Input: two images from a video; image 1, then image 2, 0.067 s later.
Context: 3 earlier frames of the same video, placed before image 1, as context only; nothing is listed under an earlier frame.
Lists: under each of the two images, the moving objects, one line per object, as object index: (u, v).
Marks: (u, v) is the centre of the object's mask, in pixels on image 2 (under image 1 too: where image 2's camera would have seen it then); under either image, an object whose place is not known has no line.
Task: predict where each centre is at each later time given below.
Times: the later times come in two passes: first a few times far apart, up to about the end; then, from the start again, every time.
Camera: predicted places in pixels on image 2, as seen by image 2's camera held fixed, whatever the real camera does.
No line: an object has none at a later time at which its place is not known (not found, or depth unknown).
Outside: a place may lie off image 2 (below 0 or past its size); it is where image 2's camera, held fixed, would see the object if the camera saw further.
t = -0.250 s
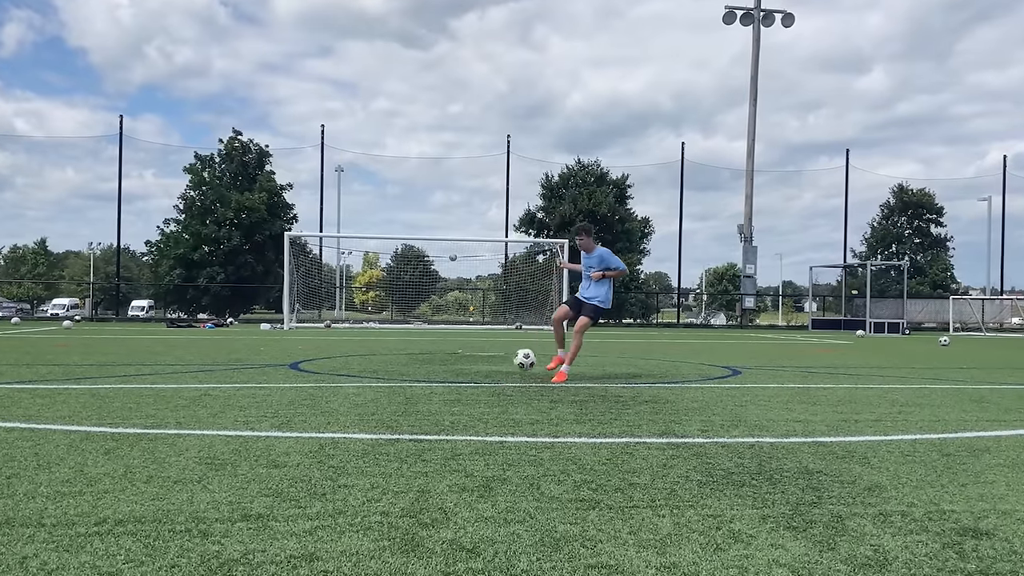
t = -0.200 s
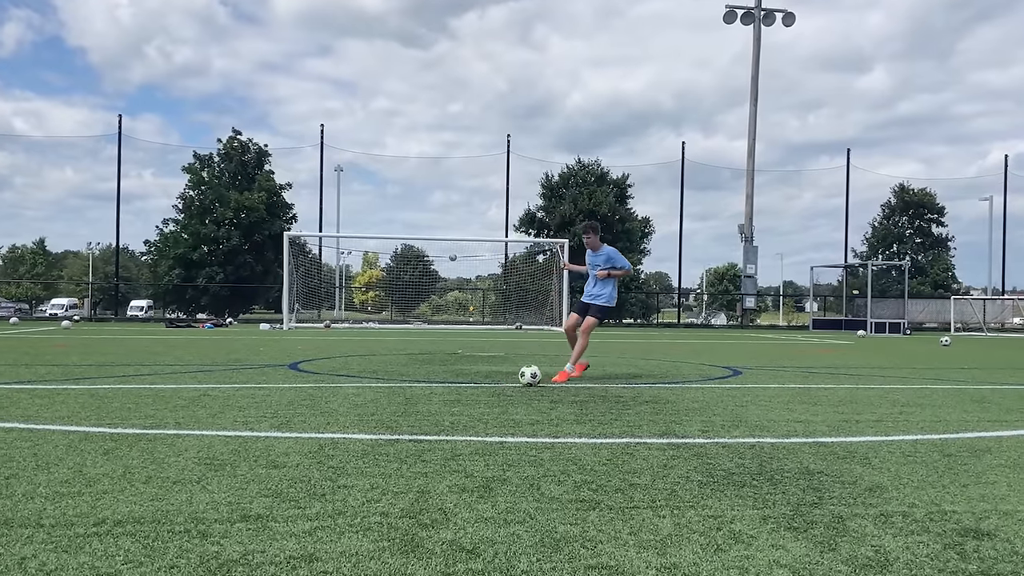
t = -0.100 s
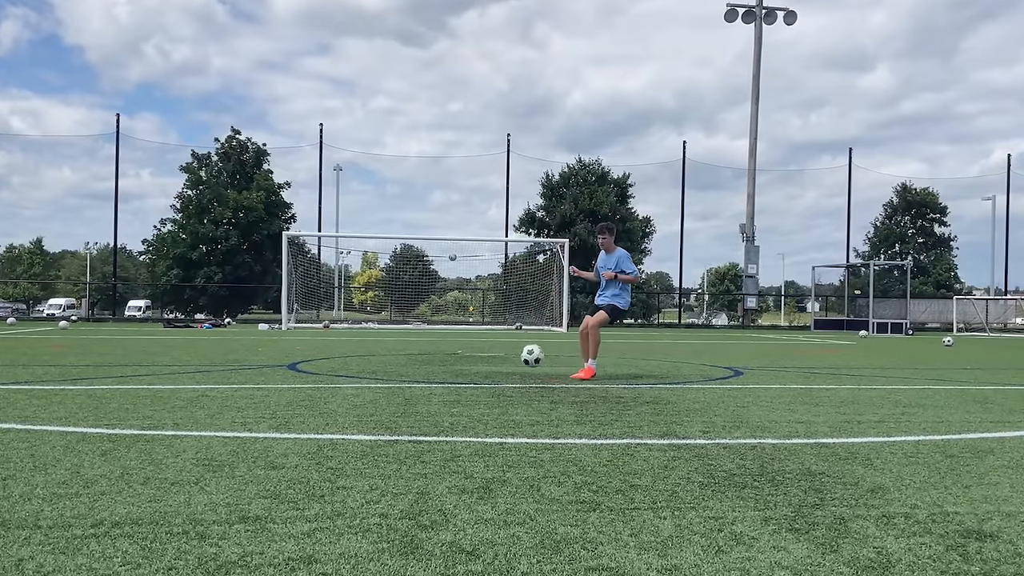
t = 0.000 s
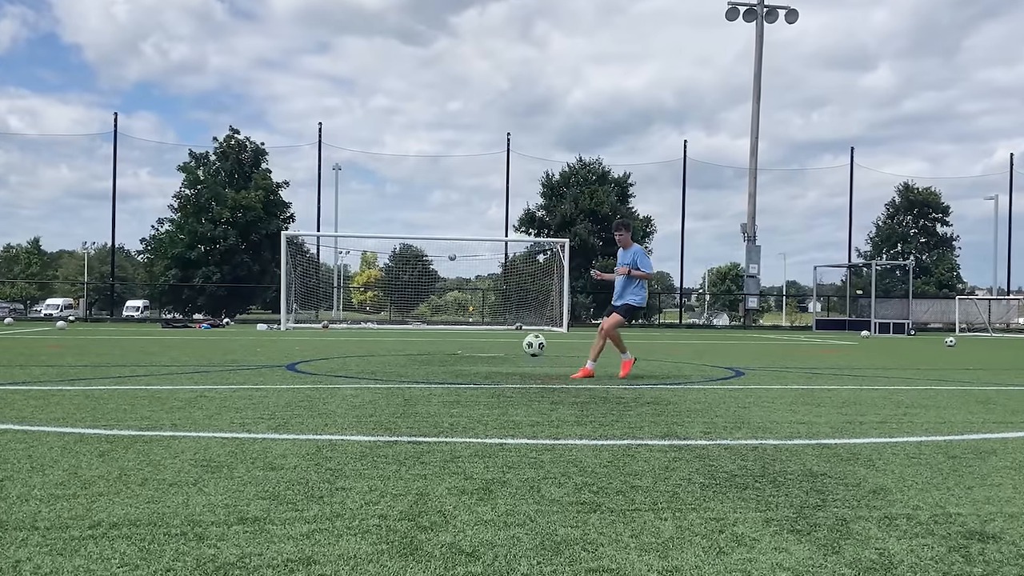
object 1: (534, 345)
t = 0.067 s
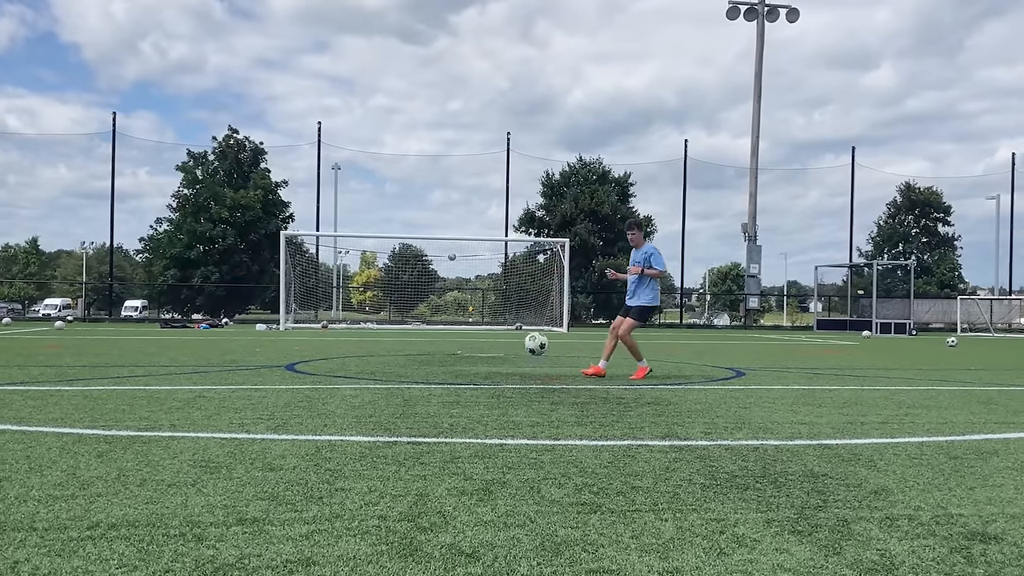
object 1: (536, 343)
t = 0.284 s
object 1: (540, 372)
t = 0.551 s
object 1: (553, 374)
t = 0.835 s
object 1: (570, 390)
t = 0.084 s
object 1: (536, 344)
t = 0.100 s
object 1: (537, 345)
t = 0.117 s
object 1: (537, 346)
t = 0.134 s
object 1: (537, 347)
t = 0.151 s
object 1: (538, 349)
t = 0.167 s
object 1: (538, 350)
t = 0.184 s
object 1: (538, 352)
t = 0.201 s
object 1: (538, 355)
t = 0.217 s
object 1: (539, 358)
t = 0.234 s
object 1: (539, 361)
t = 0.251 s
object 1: (540, 364)
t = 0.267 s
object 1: (540, 368)
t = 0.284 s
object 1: (540, 372)
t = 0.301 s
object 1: (540, 376)
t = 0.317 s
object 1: (541, 381)
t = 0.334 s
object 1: (541, 383)
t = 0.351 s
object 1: (542, 381)
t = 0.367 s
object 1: (543, 379)
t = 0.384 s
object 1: (544, 376)
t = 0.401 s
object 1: (545, 375)
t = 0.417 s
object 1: (546, 374)
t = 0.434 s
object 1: (547, 373)
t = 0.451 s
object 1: (548, 372)
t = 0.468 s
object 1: (549, 371)
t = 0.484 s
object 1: (549, 371)
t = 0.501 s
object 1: (550, 372)
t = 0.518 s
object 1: (551, 372)
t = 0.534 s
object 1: (552, 373)
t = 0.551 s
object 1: (553, 374)
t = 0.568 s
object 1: (554, 376)
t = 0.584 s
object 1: (555, 378)
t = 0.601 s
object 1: (557, 382)
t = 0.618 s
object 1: (558, 385)
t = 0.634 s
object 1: (559, 388)
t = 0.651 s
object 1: (560, 388)
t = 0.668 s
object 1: (561, 387)
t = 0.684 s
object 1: (562, 386)
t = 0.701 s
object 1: (563, 384)
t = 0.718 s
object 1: (563, 384)
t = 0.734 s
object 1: (564, 384)
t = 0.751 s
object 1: (565, 384)
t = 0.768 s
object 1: (566, 385)
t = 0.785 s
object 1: (567, 386)
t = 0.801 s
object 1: (568, 387)
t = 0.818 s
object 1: (569, 389)
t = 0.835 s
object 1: (570, 390)
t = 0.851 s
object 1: (571, 390)
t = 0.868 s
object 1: (572, 389)
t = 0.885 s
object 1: (572, 389)
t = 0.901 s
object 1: (573, 390)
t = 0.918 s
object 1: (575, 391)
